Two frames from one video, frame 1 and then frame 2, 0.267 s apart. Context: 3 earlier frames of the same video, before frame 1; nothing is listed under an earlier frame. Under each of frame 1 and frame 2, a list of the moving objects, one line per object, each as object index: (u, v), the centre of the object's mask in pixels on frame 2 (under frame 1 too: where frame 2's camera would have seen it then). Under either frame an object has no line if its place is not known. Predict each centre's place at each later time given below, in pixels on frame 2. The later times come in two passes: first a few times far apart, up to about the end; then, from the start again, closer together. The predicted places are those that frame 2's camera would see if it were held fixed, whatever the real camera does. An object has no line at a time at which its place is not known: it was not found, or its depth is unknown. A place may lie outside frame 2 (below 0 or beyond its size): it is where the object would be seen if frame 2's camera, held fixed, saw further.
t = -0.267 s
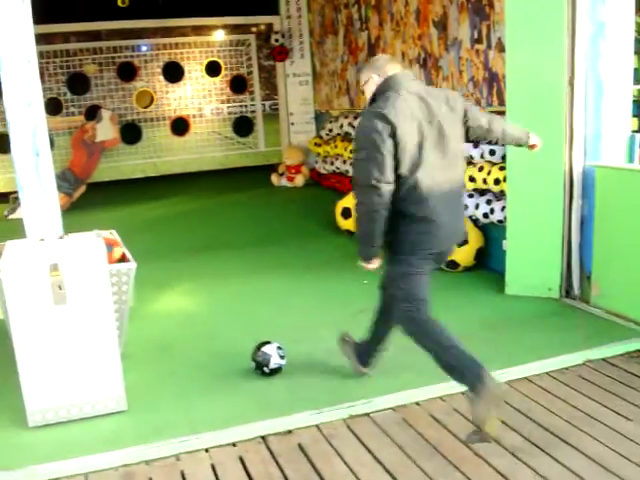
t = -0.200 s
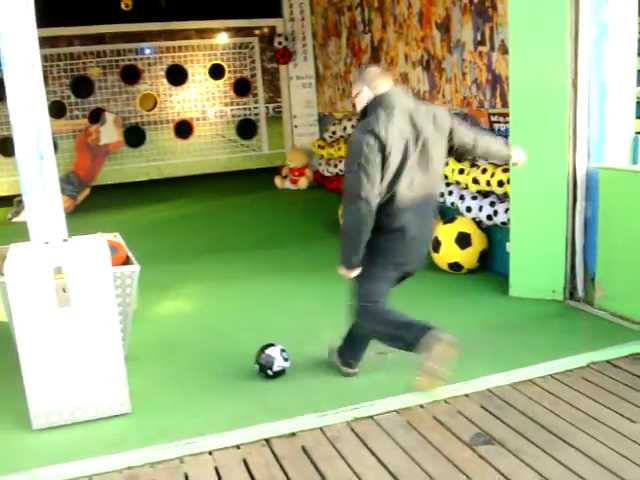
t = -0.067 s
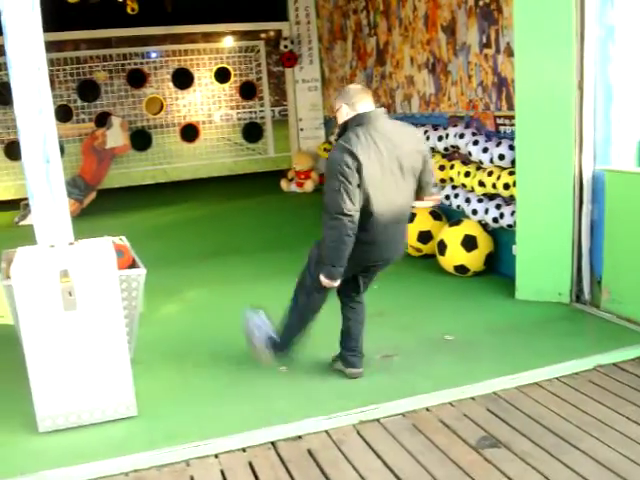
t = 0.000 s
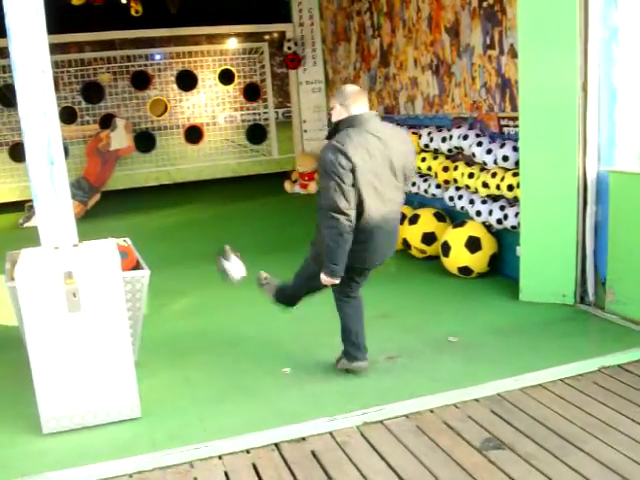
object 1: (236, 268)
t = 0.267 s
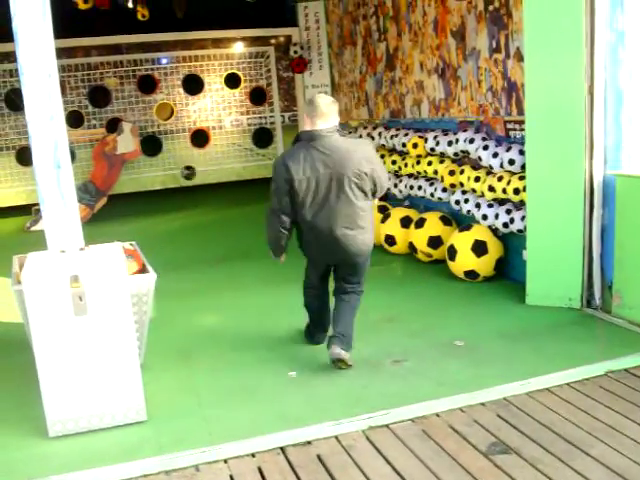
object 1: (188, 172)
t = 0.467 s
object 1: (191, 184)
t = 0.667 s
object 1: (206, 245)
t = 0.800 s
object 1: (211, 261)
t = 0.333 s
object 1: (186, 169)
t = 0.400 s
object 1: (189, 175)
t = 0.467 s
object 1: (191, 184)
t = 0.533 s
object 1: (196, 198)
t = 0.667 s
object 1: (206, 245)
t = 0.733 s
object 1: (210, 270)
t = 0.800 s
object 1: (211, 261)
